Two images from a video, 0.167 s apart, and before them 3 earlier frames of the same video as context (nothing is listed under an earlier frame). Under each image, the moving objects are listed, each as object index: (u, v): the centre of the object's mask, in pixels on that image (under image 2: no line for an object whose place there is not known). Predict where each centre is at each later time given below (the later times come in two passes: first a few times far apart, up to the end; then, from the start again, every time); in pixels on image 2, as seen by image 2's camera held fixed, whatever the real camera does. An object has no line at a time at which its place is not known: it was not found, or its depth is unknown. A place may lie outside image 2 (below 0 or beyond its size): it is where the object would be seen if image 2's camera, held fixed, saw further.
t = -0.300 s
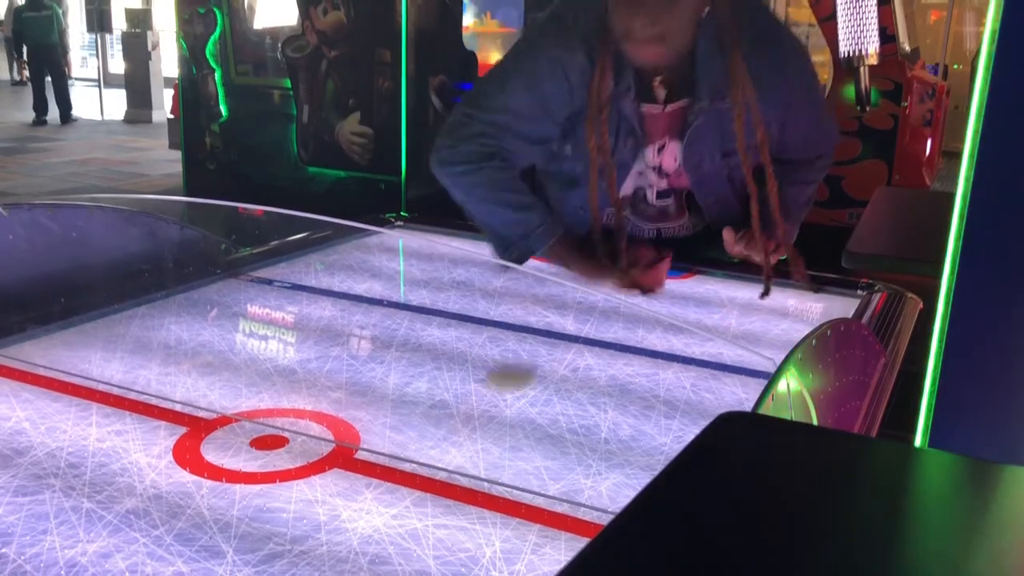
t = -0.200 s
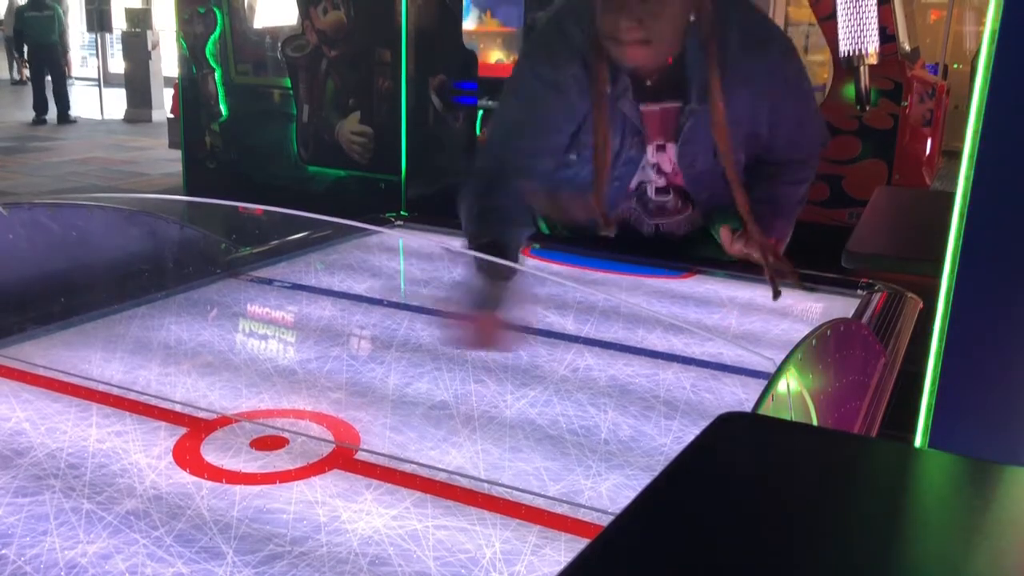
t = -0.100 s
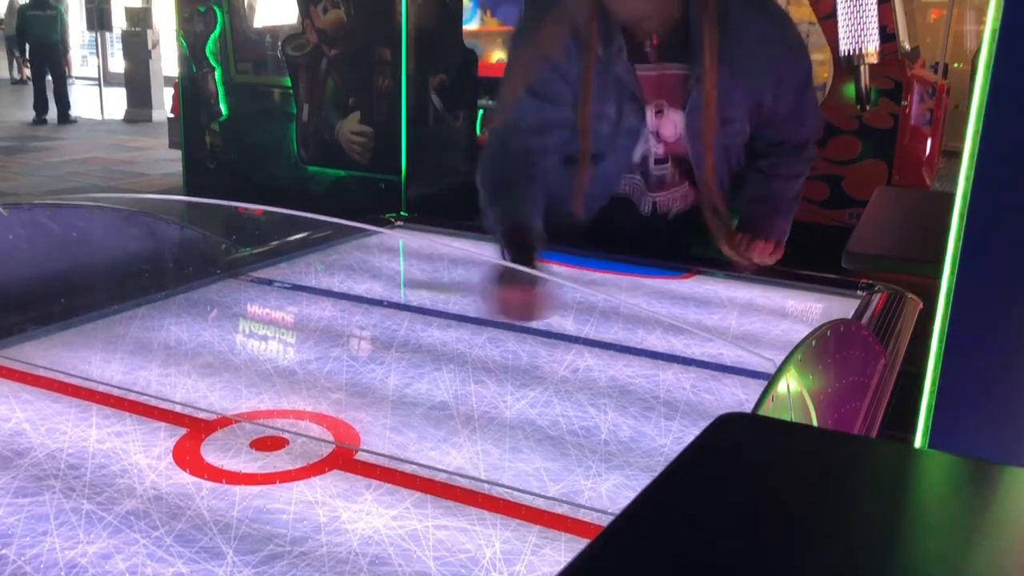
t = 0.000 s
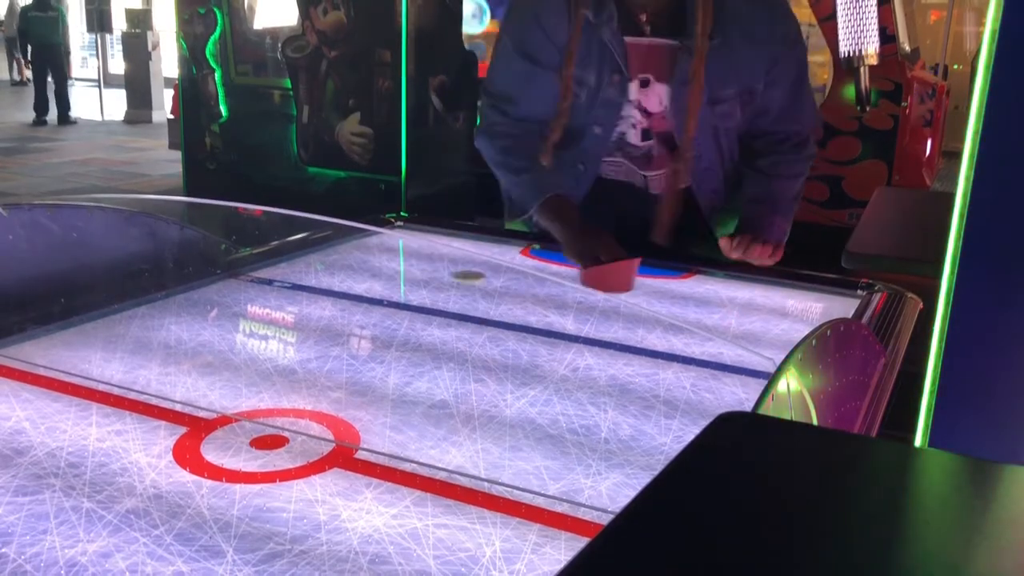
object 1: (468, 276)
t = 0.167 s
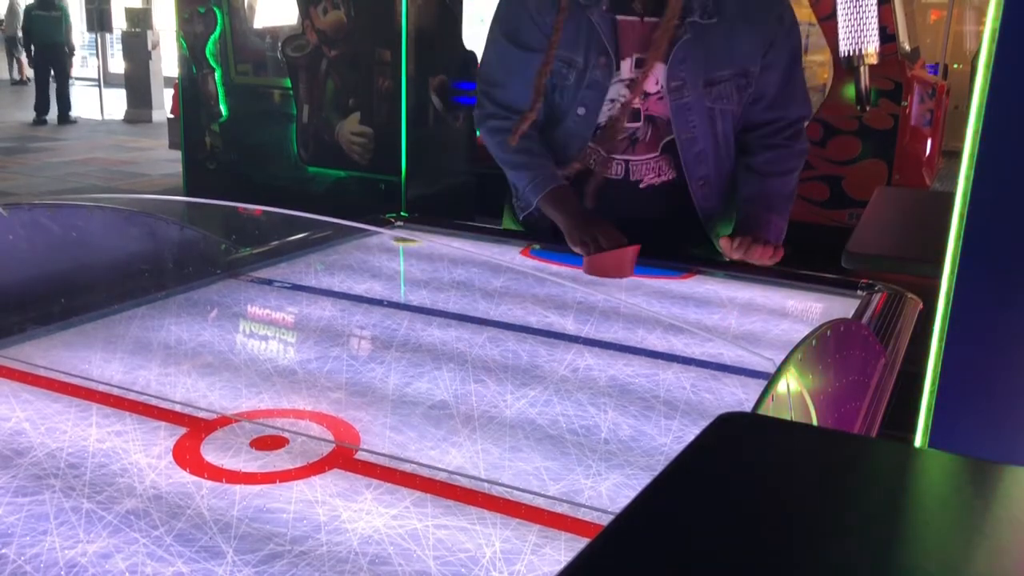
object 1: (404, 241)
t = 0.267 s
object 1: (413, 232)
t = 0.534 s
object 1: (496, 276)
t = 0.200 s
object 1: (397, 232)
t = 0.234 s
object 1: (404, 228)
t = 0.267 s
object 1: (413, 232)
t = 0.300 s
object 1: (419, 239)
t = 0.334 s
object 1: (428, 243)
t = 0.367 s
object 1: (436, 249)
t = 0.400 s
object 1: (449, 254)
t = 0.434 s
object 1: (460, 260)
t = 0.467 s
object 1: (472, 264)
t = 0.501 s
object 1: (484, 270)
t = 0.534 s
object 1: (496, 276)
